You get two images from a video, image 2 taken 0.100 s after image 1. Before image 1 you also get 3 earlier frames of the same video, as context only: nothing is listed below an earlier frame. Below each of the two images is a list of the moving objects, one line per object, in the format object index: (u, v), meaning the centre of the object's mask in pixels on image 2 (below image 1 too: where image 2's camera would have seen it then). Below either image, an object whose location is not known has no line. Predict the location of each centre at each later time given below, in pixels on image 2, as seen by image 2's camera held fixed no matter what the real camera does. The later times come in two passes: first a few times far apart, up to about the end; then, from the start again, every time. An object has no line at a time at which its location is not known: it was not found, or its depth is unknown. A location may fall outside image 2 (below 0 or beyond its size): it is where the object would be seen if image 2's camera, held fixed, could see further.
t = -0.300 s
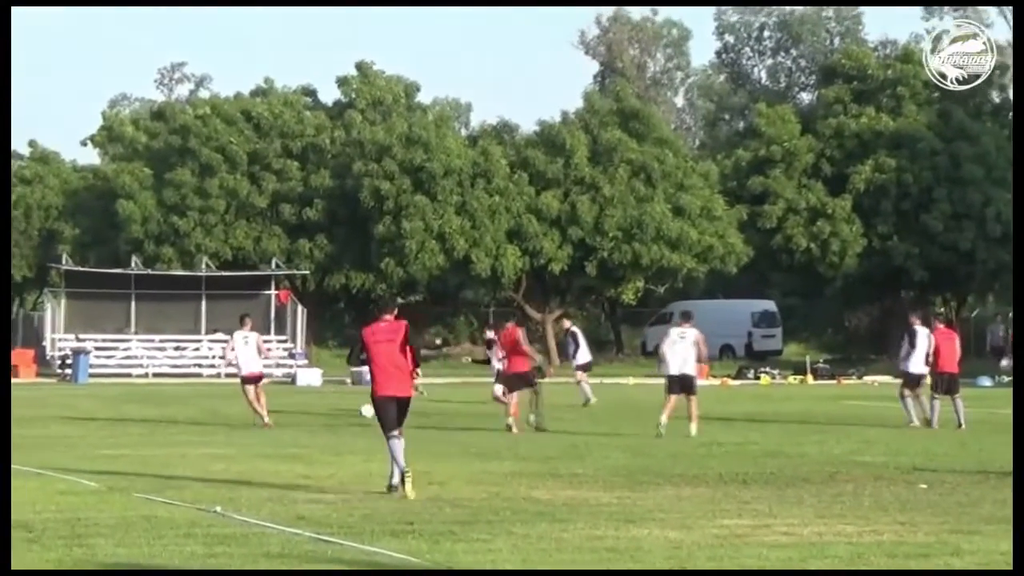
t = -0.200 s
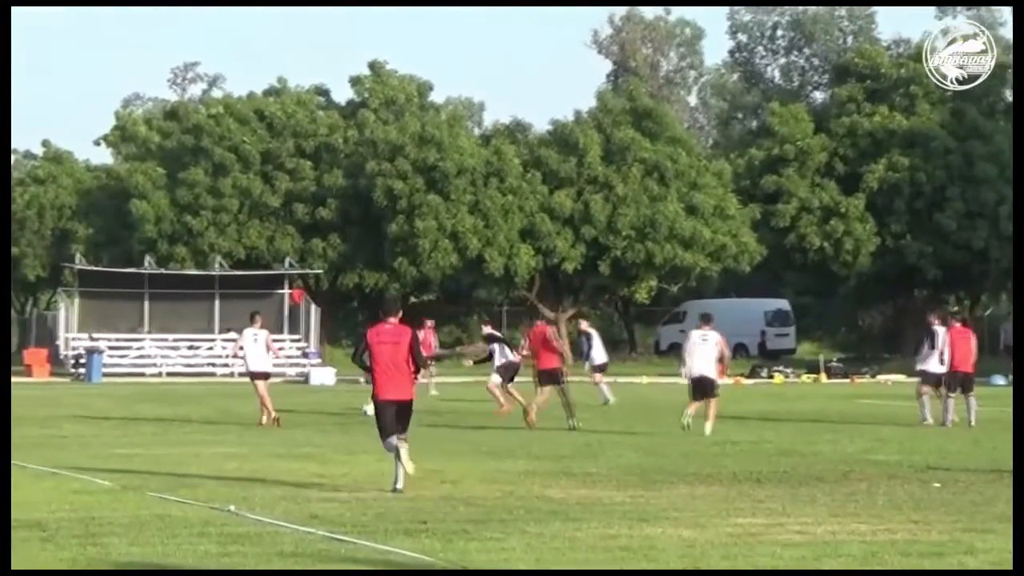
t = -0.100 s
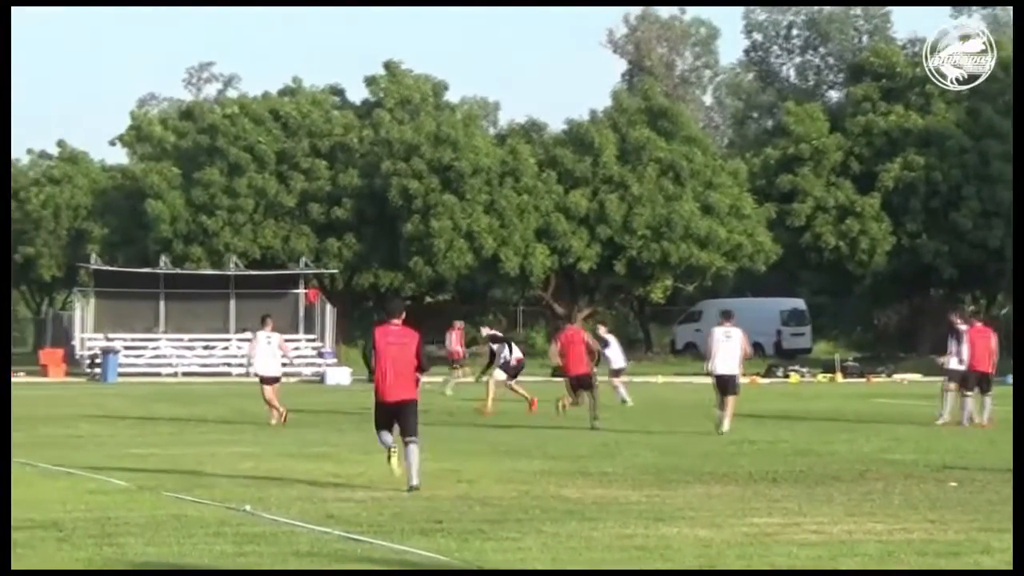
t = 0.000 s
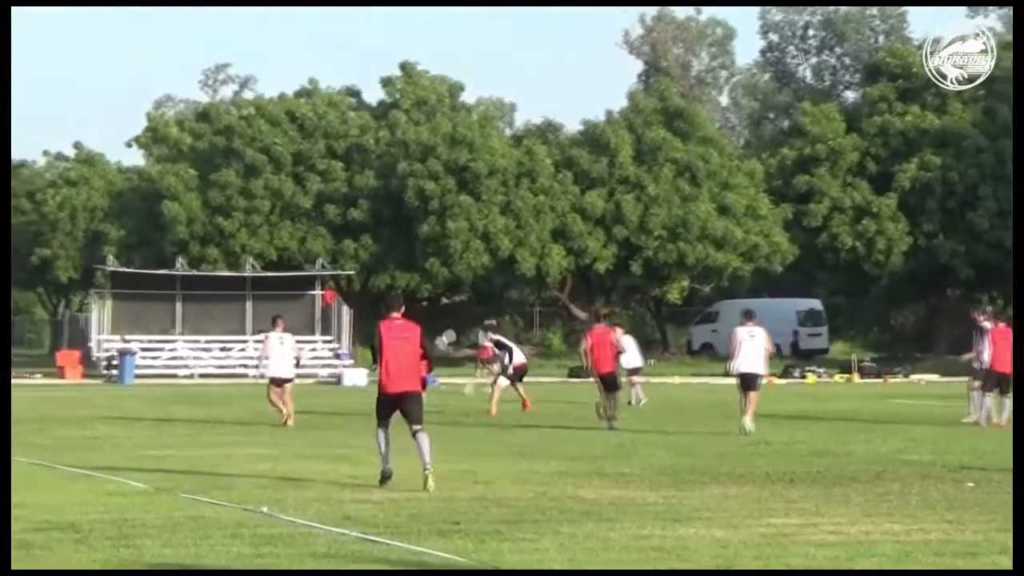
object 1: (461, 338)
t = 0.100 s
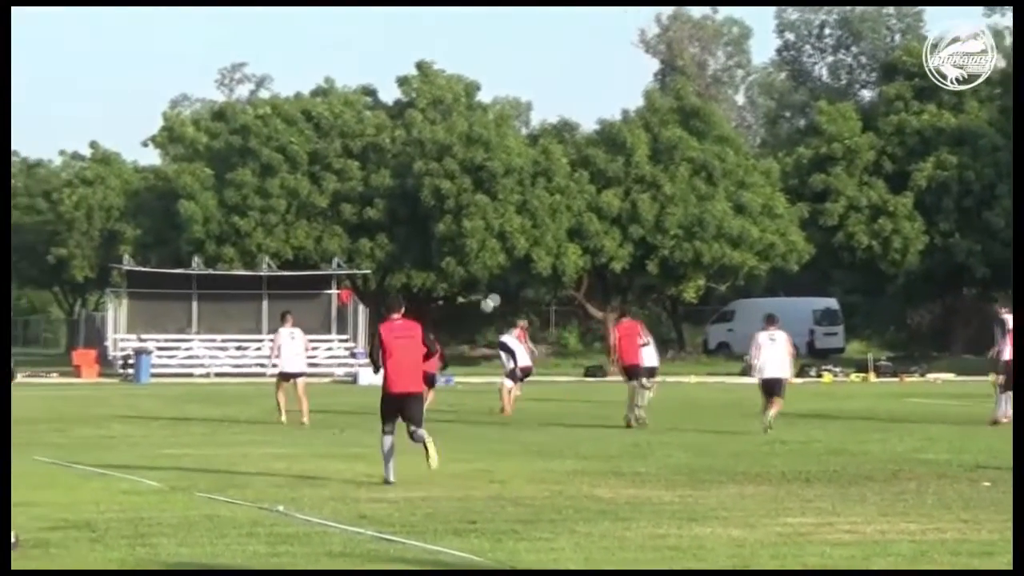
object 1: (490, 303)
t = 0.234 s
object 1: (527, 264)
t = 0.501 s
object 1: (594, 217)
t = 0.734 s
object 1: (646, 206)
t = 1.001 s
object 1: (698, 225)
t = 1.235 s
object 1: (742, 262)
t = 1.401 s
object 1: (771, 301)
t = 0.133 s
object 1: (499, 292)
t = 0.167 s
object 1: (509, 282)
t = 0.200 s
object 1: (518, 273)
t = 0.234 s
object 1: (527, 264)
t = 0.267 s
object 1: (536, 256)
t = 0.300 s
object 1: (545, 249)
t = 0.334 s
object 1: (553, 242)
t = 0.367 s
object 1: (562, 236)
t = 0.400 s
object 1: (569, 231)
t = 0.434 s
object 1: (577, 226)
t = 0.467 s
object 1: (586, 221)
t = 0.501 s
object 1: (594, 217)
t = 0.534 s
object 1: (602, 214)
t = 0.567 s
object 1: (610, 212)
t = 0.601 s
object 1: (616, 210)
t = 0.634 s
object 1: (624, 208)
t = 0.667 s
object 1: (631, 207)
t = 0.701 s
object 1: (639, 207)
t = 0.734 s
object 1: (646, 206)
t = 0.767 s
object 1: (652, 207)
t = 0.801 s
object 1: (659, 208)
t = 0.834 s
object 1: (666, 210)
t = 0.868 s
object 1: (673, 212)
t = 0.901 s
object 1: (679, 214)
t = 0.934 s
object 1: (686, 217)
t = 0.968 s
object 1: (692, 221)
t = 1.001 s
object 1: (698, 225)
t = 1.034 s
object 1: (704, 229)
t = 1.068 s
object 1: (711, 233)
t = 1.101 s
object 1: (716, 239)
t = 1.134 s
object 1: (723, 244)
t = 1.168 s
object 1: (729, 250)
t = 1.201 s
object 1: (736, 256)
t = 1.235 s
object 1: (742, 262)
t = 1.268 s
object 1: (747, 270)
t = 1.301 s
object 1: (753, 277)
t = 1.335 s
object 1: (759, 285)
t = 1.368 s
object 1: (765, 293)
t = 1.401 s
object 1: (771, 301)
